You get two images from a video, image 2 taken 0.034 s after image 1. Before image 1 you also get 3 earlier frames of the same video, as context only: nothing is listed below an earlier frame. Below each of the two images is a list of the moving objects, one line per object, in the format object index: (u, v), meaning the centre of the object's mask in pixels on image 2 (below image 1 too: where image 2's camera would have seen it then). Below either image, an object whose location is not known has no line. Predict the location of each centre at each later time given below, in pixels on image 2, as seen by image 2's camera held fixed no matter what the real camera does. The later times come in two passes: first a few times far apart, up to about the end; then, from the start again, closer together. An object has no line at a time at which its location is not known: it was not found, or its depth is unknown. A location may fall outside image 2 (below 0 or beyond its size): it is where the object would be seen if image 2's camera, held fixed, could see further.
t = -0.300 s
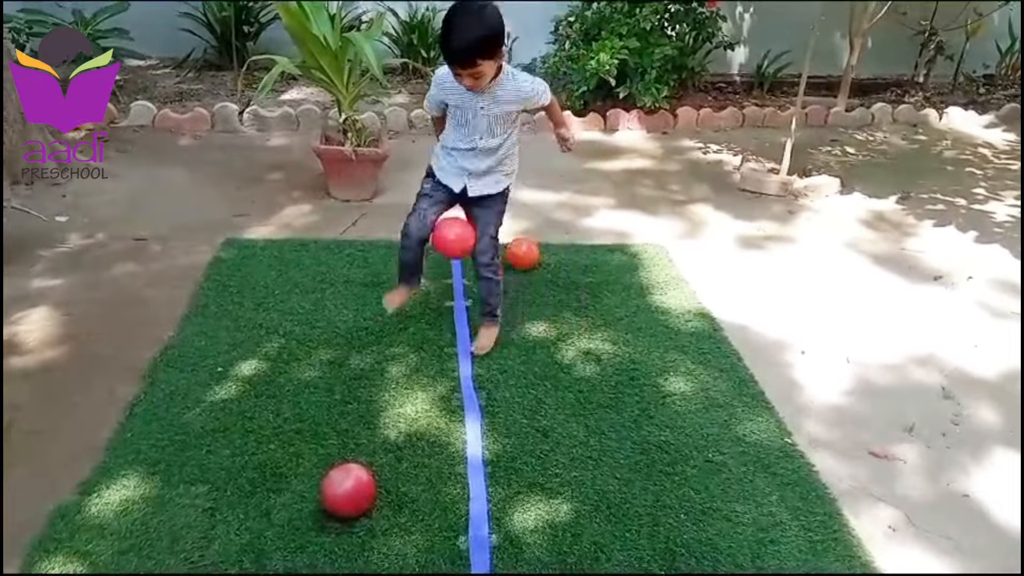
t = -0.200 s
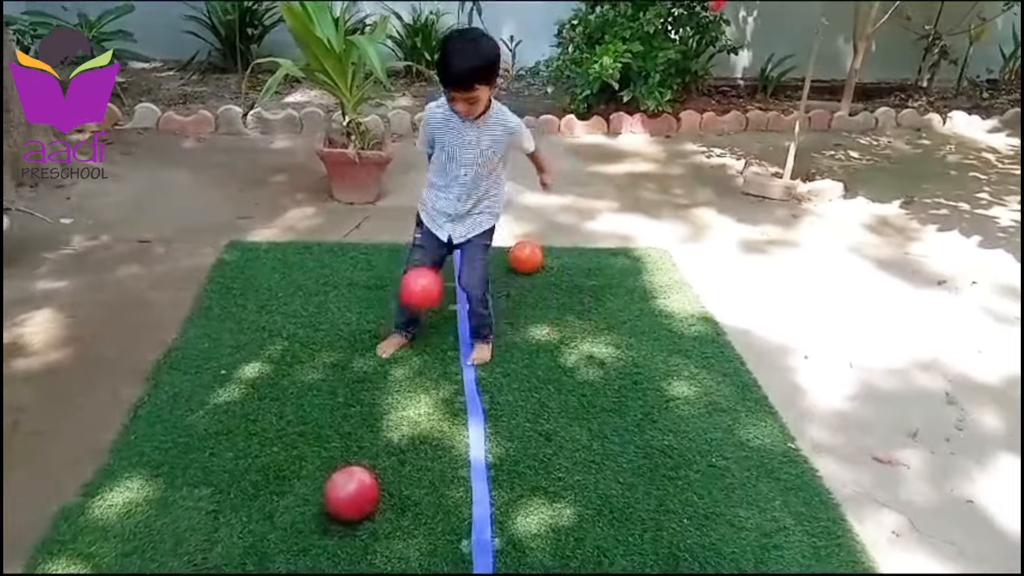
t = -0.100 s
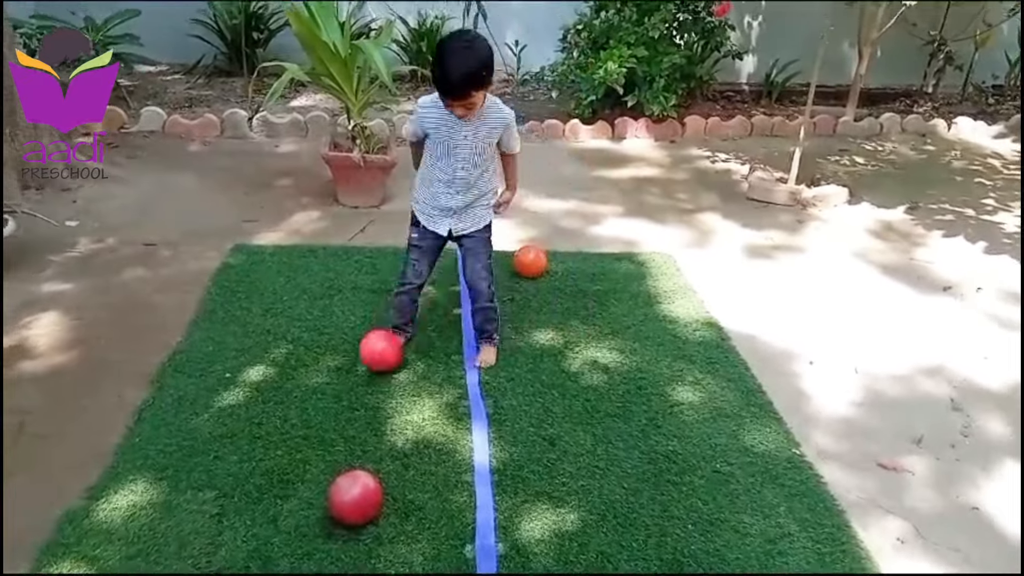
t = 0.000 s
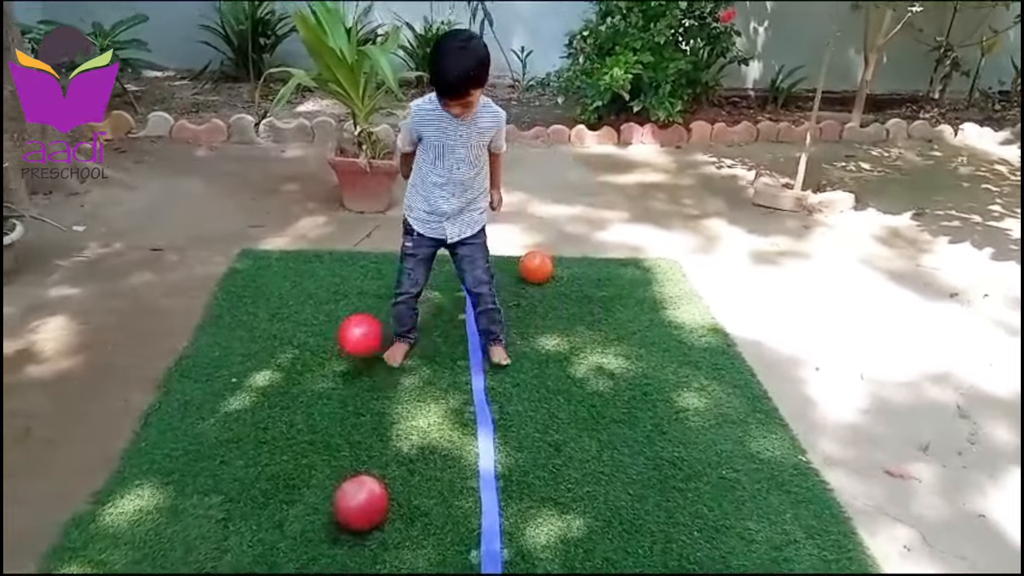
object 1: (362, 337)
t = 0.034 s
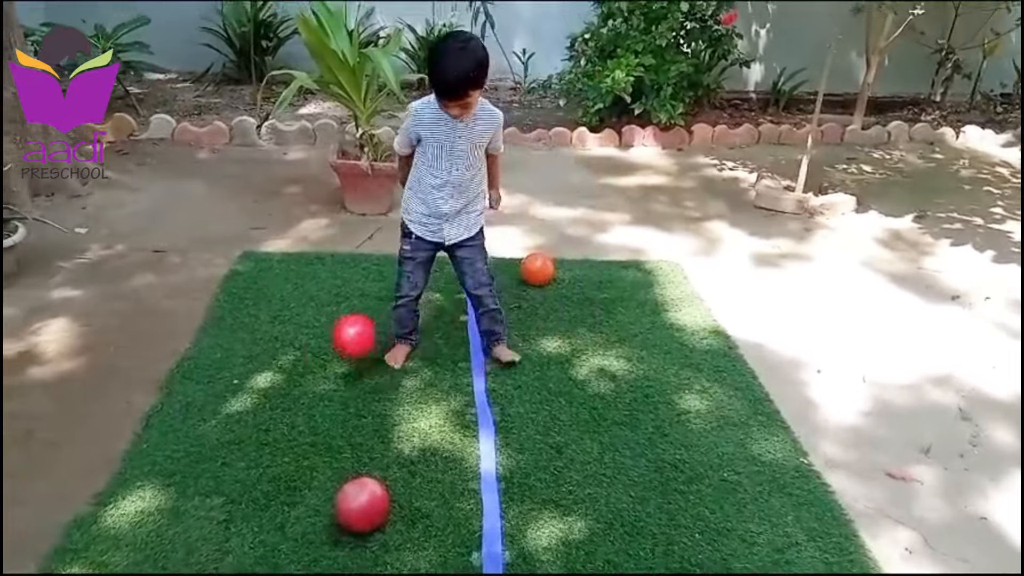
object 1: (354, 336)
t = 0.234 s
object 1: (307, 369)
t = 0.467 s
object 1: (261, 383)
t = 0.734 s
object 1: (223, 402)
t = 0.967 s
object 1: (193, 418)
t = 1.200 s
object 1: (171, 428)
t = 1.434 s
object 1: (156, 434)
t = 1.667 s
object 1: (149, 435)
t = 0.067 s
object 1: (346, 338)
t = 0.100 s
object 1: (337, 344)
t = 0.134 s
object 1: (330, 353)
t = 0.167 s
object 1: (322, 364)
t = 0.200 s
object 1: (315, 373)
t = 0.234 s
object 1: (307, 369)
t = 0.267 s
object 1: (299, 367)
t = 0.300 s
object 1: (292, 368)
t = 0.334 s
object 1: (285, 372)
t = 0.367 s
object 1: (278, 379)
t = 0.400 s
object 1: (273, 382)
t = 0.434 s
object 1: (267, 381)
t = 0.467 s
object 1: (261, 383)
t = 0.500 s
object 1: (256, 387)
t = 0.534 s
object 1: (251, 388)
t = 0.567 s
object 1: (246, 390)
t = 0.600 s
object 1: (241, 392)
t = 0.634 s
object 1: (236, 395)
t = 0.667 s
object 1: (231, 397)
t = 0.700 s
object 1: (227, 399)
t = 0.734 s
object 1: (223, 402)
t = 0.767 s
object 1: (218, 404)
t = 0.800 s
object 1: (213, 407)
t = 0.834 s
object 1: (208, 410)
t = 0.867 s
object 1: (204, 412)
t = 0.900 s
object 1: (201, 414)
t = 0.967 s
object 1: (193, 418)
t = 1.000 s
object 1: (189, 420)
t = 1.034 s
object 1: (186, 421)
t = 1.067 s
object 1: (182, 423)
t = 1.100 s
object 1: (180, 424)
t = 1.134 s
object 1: (177, 426)
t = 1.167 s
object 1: (174, 427)
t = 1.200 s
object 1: (171, 428)
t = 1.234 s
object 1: (169, 429)
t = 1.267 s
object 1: (166, 431)
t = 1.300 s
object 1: (165, 431)
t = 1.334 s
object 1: (162, 432)
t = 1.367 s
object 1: (160, 432)
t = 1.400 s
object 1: (158, 433)
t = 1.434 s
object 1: (156, 434)
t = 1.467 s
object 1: (154, 435)
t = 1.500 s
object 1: (152, 434)
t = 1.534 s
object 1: (152, 435)
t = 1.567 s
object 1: (151, 435)
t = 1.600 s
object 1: (150, 434)
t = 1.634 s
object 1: (149, 434)
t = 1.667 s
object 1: (149, 435)
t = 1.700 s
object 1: (148, 435)
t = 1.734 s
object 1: (148, 435)
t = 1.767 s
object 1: (148, 436)
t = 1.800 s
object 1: (148, 435)
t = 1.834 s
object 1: (148, 436)
